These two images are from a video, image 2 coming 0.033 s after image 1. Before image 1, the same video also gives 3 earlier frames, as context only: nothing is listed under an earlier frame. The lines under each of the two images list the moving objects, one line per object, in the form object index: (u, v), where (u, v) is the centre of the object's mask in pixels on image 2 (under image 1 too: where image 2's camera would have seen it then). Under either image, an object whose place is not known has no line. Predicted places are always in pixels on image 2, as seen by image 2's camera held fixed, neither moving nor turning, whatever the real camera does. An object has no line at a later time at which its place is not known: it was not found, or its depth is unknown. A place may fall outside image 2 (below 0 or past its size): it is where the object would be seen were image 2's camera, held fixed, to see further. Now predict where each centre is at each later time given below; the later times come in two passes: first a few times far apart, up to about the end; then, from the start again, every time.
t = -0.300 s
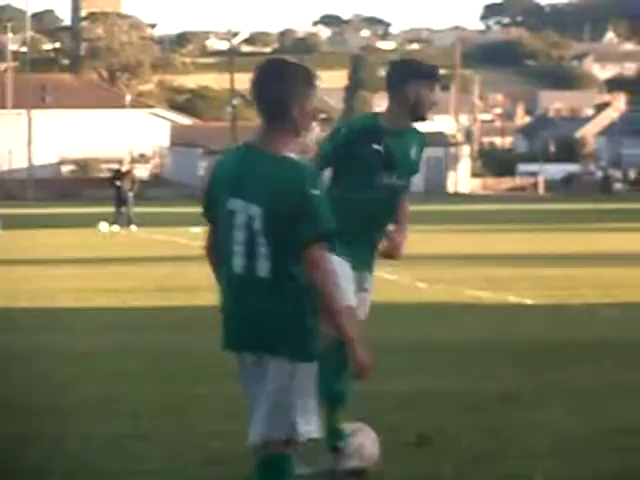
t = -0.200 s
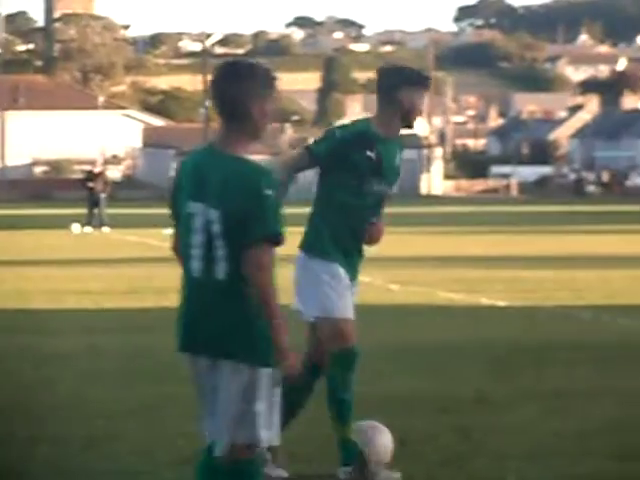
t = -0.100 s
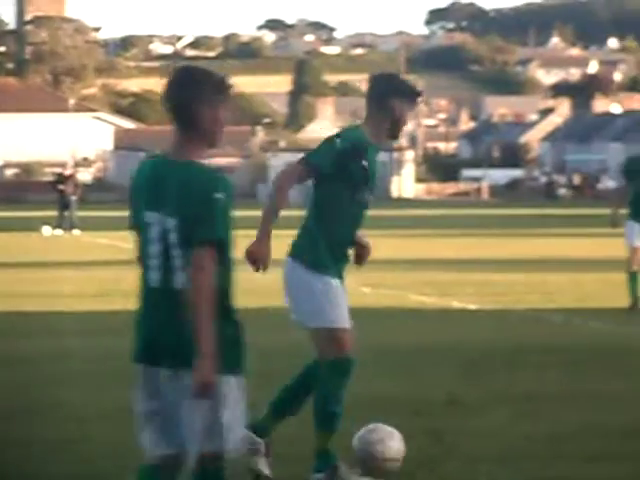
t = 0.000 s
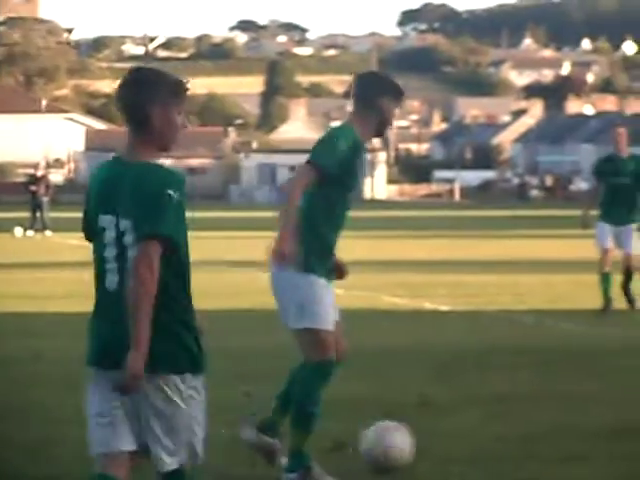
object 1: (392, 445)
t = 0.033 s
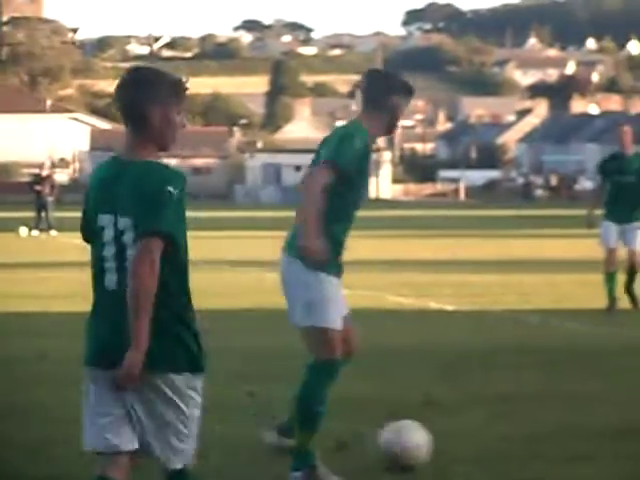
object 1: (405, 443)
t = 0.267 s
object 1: (480, 440)
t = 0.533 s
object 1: (553, 431)
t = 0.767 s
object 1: (609, 427)
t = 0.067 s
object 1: (416, 444)
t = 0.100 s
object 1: (428, 444)
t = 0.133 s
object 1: (438, 444)
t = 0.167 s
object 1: (449, 443)
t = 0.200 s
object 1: (459, 440)
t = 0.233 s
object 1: (470, 441)
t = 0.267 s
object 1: (480, 440)
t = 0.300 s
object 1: (491, 438)
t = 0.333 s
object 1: (500, 437)
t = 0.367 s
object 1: (510, 436)
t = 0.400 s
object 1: (519, 435)
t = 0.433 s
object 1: (528, 435)
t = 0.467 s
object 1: (537, 434)
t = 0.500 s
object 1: (545, 433)
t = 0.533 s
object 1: (553, 431)
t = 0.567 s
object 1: (561, 431)
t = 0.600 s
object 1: (570, 430)
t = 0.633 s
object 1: (579, 429)
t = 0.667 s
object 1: (586, 429)
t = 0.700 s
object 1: (594, 429)
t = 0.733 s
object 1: (601, 427)
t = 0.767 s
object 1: (609, 427)
